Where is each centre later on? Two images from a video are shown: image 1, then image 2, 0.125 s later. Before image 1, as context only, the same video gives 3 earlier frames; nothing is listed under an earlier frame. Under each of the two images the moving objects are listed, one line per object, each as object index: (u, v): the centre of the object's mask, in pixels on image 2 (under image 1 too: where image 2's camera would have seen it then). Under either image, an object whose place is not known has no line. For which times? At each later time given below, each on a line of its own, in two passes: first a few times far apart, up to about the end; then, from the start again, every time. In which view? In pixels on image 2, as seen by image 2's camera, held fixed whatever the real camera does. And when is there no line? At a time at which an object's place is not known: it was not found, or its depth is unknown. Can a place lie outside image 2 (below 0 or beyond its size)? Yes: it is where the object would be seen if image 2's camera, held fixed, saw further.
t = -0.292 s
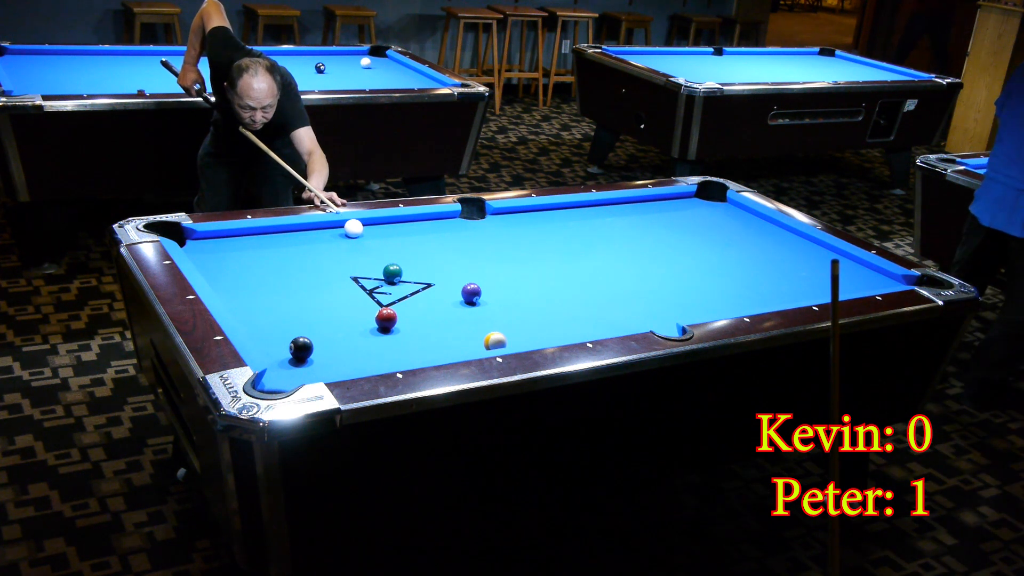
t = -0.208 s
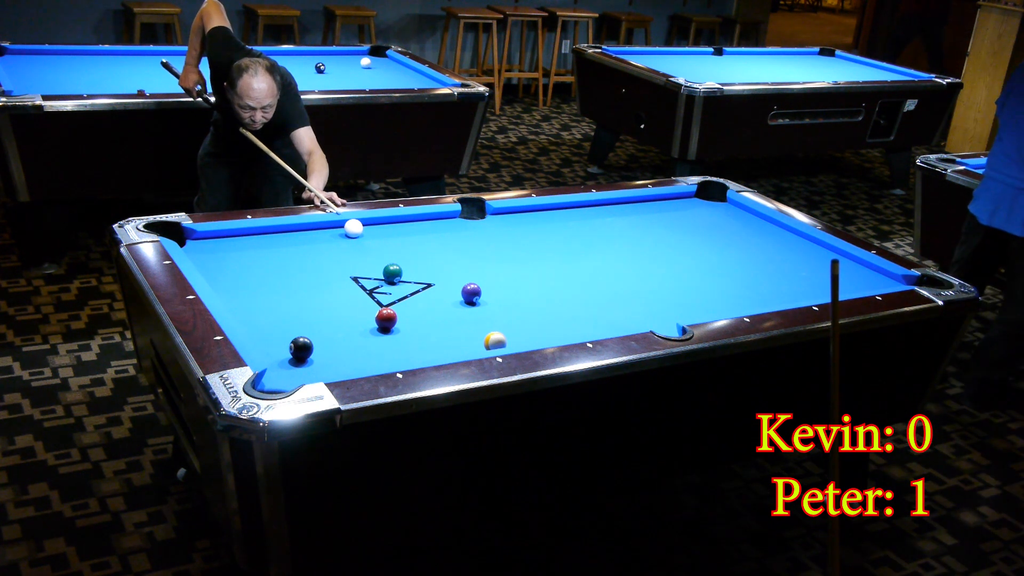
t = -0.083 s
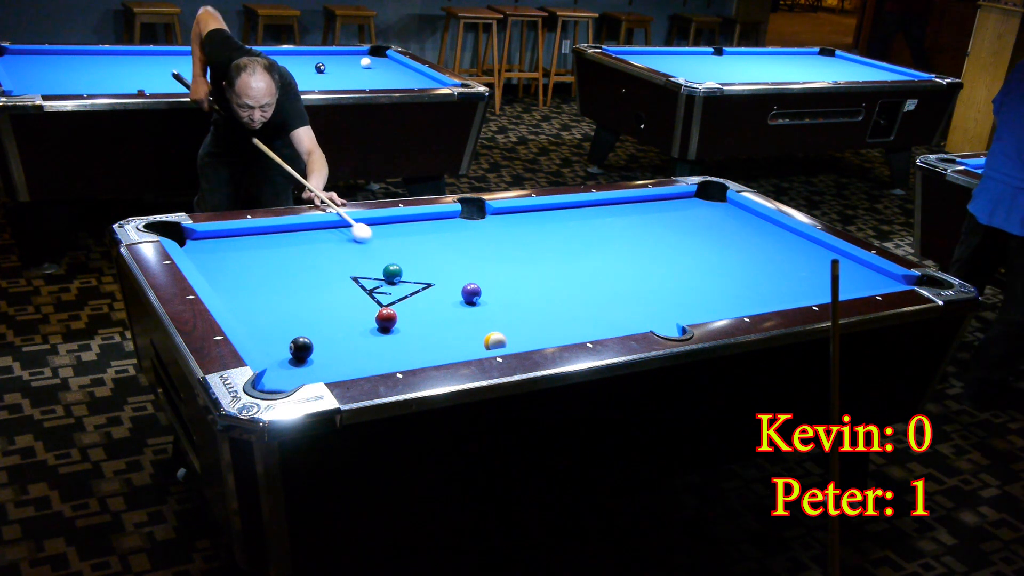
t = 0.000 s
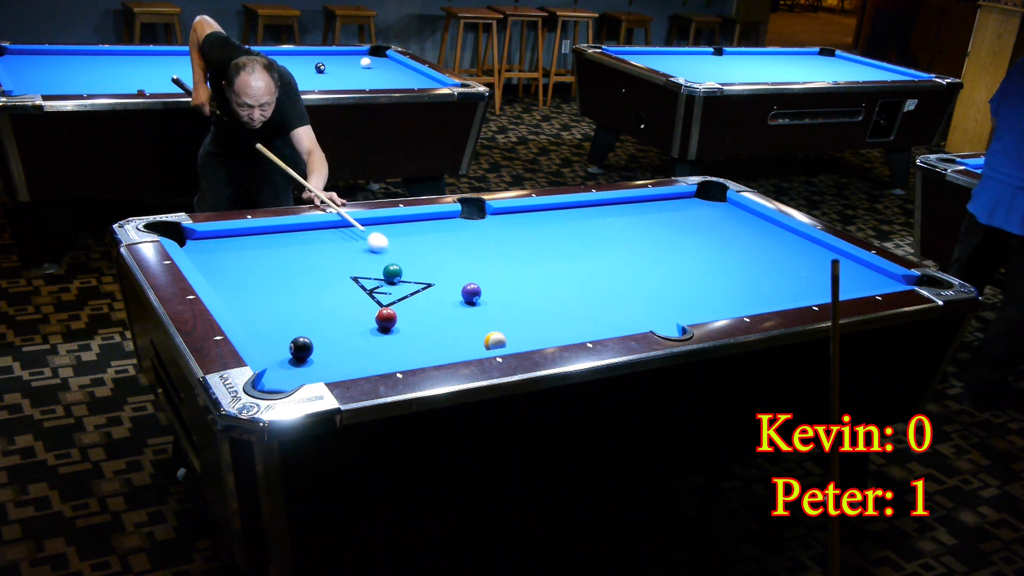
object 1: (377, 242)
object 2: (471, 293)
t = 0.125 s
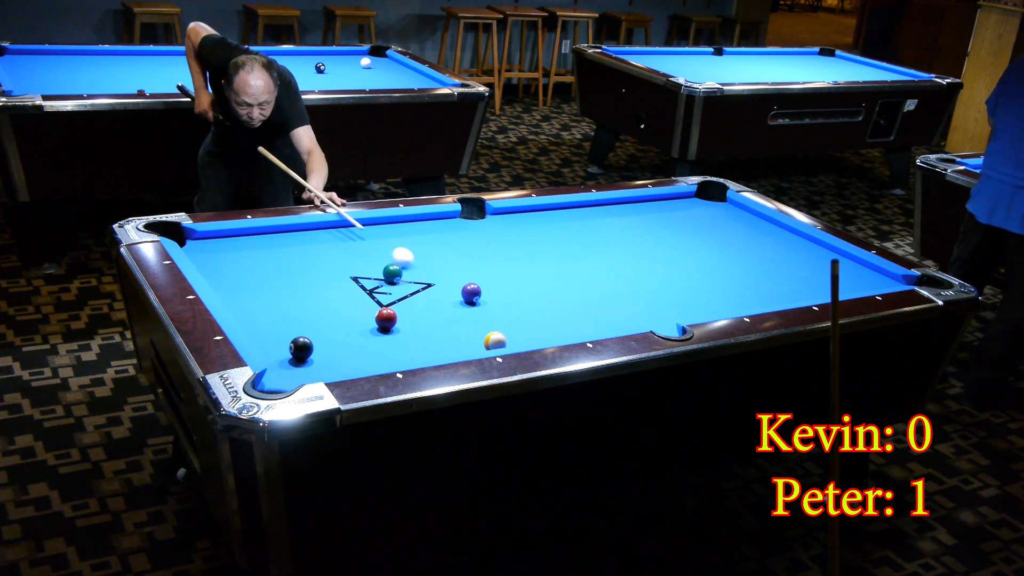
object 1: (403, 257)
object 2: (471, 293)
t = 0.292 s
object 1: (438, 279)
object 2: (471, 293)
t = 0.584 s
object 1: (449, 305)
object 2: (527, 308)
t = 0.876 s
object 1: (451, 329)
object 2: (587, 324)
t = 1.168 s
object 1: (452, 349)
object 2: (611, 321)
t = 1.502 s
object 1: (424, 342)
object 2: (614, 308)
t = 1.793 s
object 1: (403, 333)
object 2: (617, 298)
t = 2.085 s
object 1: (387, 327)
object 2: (618, 289)
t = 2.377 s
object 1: (378, 326)
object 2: (619, 281)
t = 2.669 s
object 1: (371, 326)
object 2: (620, 275)
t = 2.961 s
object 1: (369, 326)
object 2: (620, 269)
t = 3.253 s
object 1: (370, 326)
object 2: (620, 265)
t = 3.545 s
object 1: (370, 326)
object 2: (621, 262)
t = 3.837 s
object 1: (370, 326)
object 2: (621, 259)
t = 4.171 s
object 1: (370, 326)
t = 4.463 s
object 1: (370, 326)
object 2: (621, 256)
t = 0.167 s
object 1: (411, 263)
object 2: (471, 293)
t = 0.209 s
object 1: (420, 268)
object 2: (471, 293)
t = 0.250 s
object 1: (429, 273)
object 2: (471, 293)
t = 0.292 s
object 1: (438, 279)
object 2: (471, 293)
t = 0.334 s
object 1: (448, 285)
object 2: (471, 293)
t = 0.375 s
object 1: (451, 289)
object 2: (478, 294)
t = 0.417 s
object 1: (450, 292)
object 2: (489, 298)
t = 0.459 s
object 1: (449, 295)
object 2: (500, 301)
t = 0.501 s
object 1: (449, 298)
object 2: (509, 303)
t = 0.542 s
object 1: (449, 301)
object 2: (519, 306)
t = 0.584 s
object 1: (449, 305)
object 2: (527, 308)
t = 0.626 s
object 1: (449, 308)
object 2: (535, 310)
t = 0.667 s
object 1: (450, 311)
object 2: (545, 312)
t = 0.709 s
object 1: (450, 315)
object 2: (553, 315)
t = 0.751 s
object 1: (450, 318)
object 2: (562, 317)
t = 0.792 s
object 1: (450, 322)
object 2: (570, 319)
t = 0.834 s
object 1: (450, 325)
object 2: (579, 322)
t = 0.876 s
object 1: (451, 329)
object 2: (587, 324)
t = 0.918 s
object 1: (451, 332)
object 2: (596, 325)
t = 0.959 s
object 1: (451, 336)
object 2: (605, 326)
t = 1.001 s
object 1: (452, 339)
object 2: (609, 325)
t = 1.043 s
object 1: (452, 343)
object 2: (609, 324)
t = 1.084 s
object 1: (452, 345)
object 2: (610, 323)
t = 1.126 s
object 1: (452, 347)
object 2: (610, 322)
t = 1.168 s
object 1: (452, 349)
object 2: (611, 321)
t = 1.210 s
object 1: (448, 349)
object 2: (611, 319)
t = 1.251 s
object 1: (445, 348)
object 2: (612, 318)
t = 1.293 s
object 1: (441, 347)
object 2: (612, 316)
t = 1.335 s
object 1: (438, 347)
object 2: (613, 314)
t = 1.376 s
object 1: (434, 346)
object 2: (613, 313)
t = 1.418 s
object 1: (431, 344)
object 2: (614, 311)
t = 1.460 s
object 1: (428, 343)
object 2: (614, 310)
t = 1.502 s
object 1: (424, 342)
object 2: (614, 308)
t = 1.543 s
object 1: (421, 340)
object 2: (615, 306)
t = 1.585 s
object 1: (418, 339)
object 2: (615, 305)
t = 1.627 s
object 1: (415, 338)
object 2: (615, 303)
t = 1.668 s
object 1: (412, 336)
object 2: (616, 302)
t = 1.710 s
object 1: (409, 335)
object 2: (616, 301)
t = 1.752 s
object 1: (406, 334)
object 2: (616, 299)
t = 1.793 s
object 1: (403, 333)
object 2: (617, 298)
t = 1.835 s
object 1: (400, 331)
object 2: (617, 296)
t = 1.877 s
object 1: (397, 330)
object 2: (617, 295)
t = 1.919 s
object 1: (395, 329)
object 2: (618, 294)
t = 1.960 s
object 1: (392, 328)
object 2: (618, 293)
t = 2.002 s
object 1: (390, 328)
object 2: (618, 291)
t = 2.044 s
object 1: (389, 328)
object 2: (618, 290)
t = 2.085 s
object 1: (387, 327)
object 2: (618, 289)
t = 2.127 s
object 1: (386, 327)
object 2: (619, 288)
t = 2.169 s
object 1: (384, 327)
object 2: (619, 287)
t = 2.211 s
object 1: (383, 327)
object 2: (619, 286)
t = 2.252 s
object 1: (382, 327)
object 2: (619, 285)
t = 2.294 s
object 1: (380, 326)
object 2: (619, 284)
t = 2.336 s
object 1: (379, 327)
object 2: (619, 283)
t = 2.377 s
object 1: (378, 326)
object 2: (619, 281)
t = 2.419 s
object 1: (377, 326)
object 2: (620, 281)
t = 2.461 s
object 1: (376, 326)
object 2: (620, 279)
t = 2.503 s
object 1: (375, 326)
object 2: (620, 279)
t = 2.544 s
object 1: (374, 326)
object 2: (620, 278)
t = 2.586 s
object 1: (373, 326)
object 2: (620, 277)
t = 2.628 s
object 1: (372, 326)
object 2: (620, 276)
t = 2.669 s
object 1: (371, 326)
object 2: (620, 275)
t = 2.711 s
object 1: (371, 326)
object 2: (620, 274)
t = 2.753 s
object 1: (370, 326)
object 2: (620, 273)
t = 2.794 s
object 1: (370, 326)
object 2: (620, 272)
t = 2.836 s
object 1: (369, 326)
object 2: (620, 272)
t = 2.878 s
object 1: (369, 326)
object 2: (620, 271)
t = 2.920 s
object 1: (369, 326)
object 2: (620, 270)
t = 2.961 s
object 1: (369, 326)
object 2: (620, 269)
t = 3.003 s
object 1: (369, 326)
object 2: (620, 269)
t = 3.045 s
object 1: (369, 326)
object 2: (620, 268)
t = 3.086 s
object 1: (369, 326)
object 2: (620, 267)
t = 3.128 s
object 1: (369, 326)
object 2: (620, 267)
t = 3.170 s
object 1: (369, 326)
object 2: (620, 266)
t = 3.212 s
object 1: (369, 326)
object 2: (620, 266)
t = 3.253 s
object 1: (370, 326)
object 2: (620, 265)
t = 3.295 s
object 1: (370, 326)
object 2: (620, 265)
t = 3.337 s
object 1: (370, 326)
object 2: (620, 264)
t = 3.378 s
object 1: (370, 326)
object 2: (620, 264)
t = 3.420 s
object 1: (370, 326)
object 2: (620, 263)
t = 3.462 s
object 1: (370, 326)
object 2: (620, 263)
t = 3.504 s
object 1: (370, 326)
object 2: (621, 262)
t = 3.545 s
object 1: (370, 326)
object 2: (621, 262)
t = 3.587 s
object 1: (370, 326)
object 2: (621, 261)
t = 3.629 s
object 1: (370, 326)
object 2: (621, 261)
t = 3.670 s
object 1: (370, 326)
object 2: (621, 260)
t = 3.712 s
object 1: (370, 326)
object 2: (621, 260)
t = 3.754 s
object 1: (370, 326)
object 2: (621, 259)
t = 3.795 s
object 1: (370, 326)
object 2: (621, 259)
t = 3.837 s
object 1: (370, 326)
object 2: (621, 259)
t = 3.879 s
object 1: (370, 326)
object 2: (621, 259)
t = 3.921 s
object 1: (370, 326)
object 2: (621, 258)
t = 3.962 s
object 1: (370, 326)
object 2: (621, 258)
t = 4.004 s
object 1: (370, 326)
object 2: (621, 258)
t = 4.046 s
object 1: (370, 326)
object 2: (621, 257)
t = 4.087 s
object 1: (370, 326)
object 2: (619, 260)
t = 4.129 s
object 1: (370, 326)
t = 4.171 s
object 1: (370, 326)
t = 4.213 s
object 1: (370, 326)
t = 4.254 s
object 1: (370, 326)
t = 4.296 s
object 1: (370, 326)
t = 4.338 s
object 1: (370, 326)
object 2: (623, 257)
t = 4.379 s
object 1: (370, 326)
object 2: (621, 256)
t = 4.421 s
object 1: (370, 326)
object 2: (621, 256)
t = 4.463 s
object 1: (370, 326)
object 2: (621, 256)
